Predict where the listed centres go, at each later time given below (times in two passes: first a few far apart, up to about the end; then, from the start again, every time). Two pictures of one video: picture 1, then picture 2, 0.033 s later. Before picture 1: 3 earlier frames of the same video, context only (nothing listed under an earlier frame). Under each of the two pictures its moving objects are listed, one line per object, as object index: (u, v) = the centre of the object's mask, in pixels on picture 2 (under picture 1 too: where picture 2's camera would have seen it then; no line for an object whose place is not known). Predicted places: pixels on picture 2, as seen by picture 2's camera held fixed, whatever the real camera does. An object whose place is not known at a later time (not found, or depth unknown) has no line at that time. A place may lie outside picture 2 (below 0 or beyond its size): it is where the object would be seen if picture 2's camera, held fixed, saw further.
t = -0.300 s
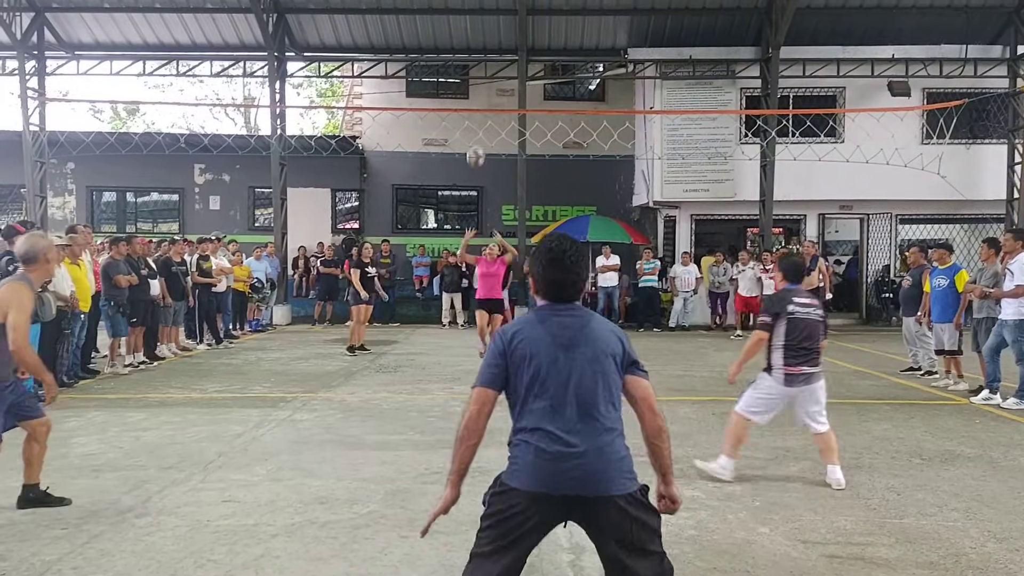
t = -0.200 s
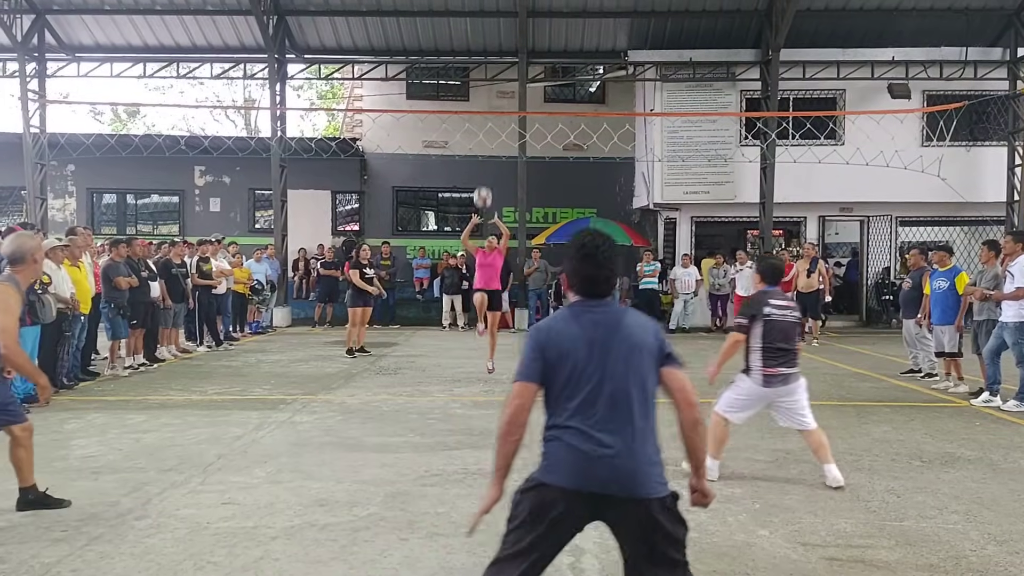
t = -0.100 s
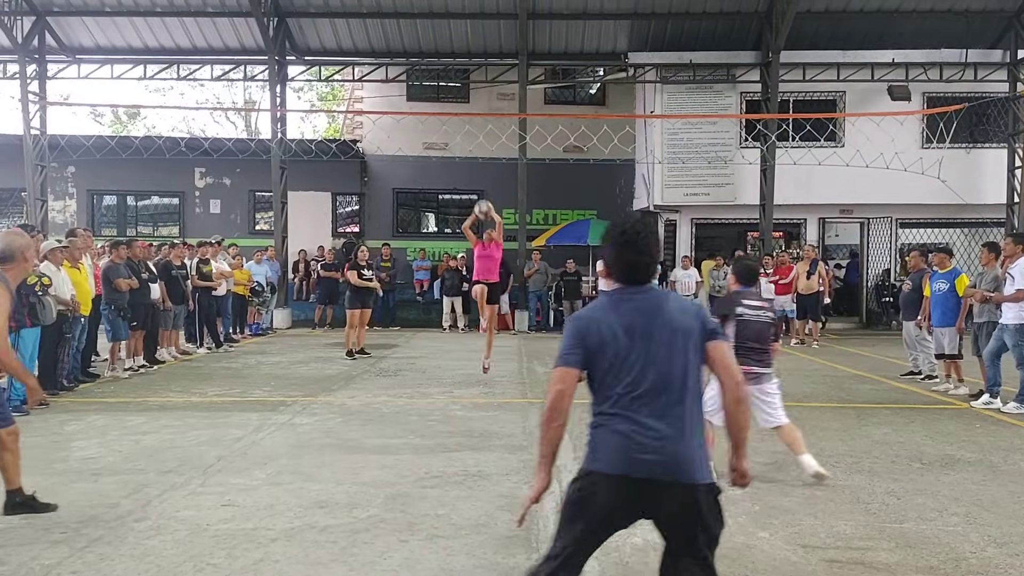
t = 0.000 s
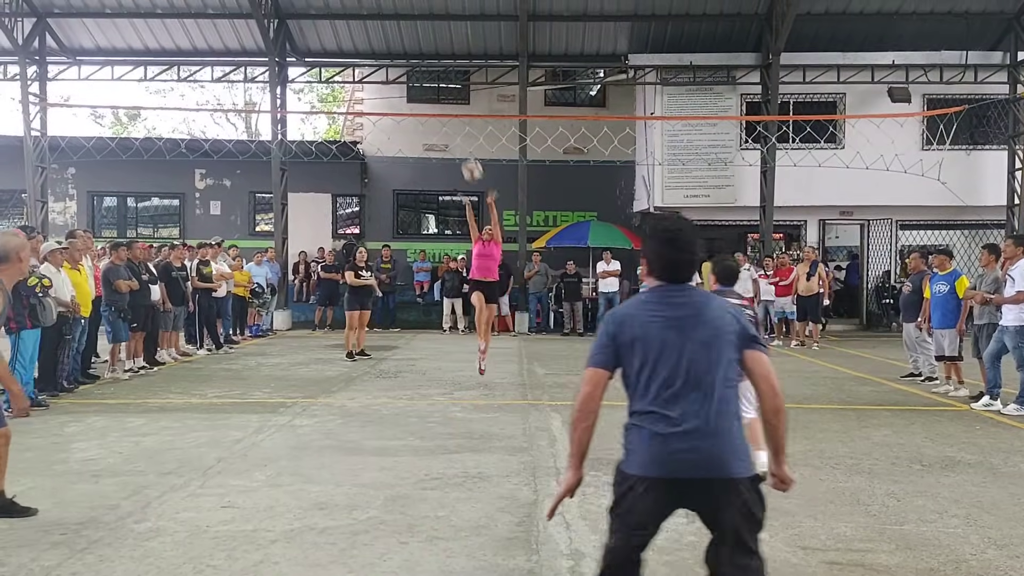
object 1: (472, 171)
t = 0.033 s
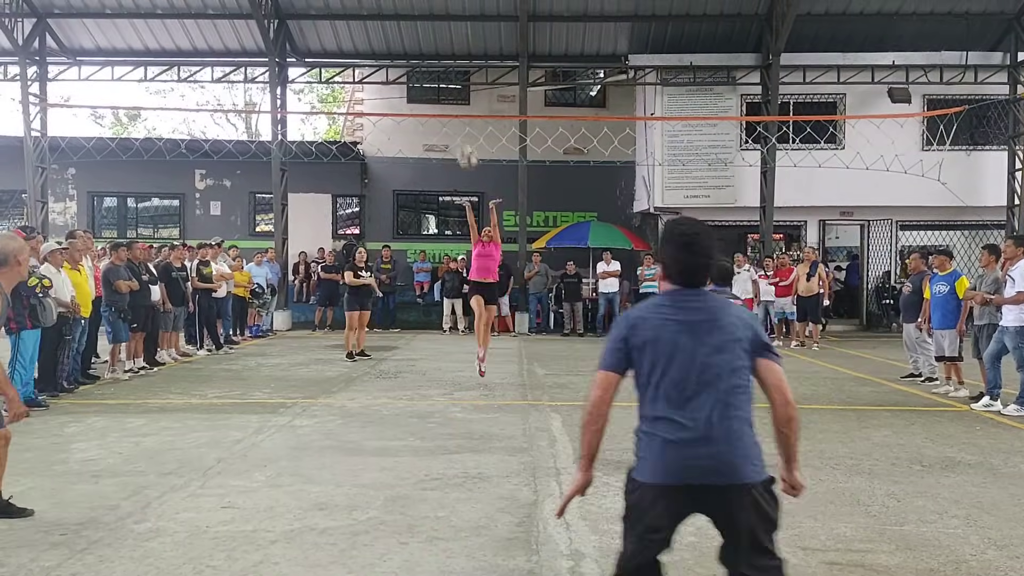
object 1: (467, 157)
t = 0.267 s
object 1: (427, 69)
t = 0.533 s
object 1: (357, 9)
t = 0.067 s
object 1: (463, 142)
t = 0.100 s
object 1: (458, 130)
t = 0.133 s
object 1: (453, 117)
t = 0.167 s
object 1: (447, 103)
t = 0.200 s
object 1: (440, 92)
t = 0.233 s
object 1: (434, 80)
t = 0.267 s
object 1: (427, 69)
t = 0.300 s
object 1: (420, 58)
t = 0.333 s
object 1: (412, 47)
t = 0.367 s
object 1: (404, 37)
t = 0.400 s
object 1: (395, 29)
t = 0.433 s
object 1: (386, 21)
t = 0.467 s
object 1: (377, 14)
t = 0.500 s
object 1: (367, 11)
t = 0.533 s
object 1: (357, 9)
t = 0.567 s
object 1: (346, 7)
